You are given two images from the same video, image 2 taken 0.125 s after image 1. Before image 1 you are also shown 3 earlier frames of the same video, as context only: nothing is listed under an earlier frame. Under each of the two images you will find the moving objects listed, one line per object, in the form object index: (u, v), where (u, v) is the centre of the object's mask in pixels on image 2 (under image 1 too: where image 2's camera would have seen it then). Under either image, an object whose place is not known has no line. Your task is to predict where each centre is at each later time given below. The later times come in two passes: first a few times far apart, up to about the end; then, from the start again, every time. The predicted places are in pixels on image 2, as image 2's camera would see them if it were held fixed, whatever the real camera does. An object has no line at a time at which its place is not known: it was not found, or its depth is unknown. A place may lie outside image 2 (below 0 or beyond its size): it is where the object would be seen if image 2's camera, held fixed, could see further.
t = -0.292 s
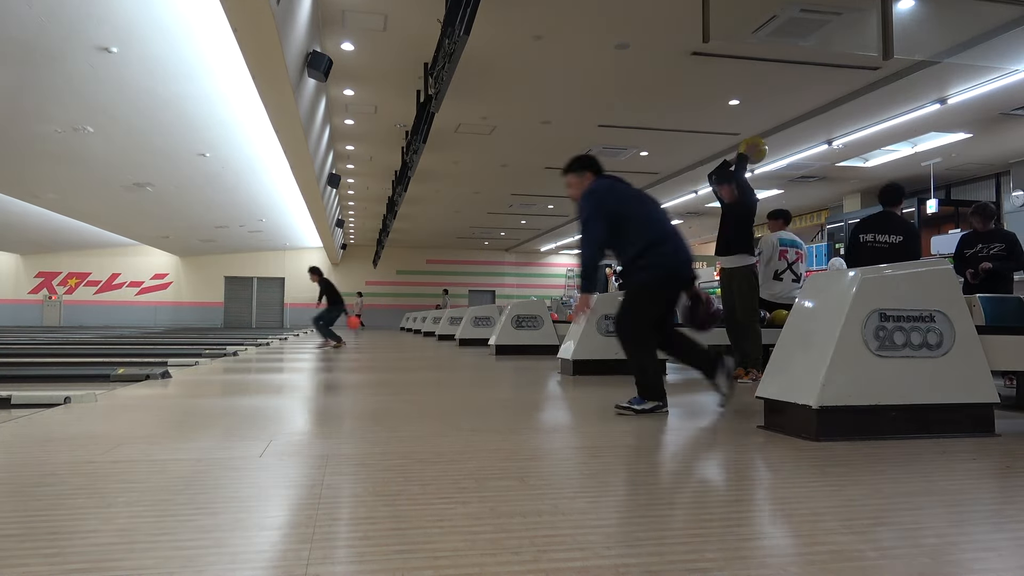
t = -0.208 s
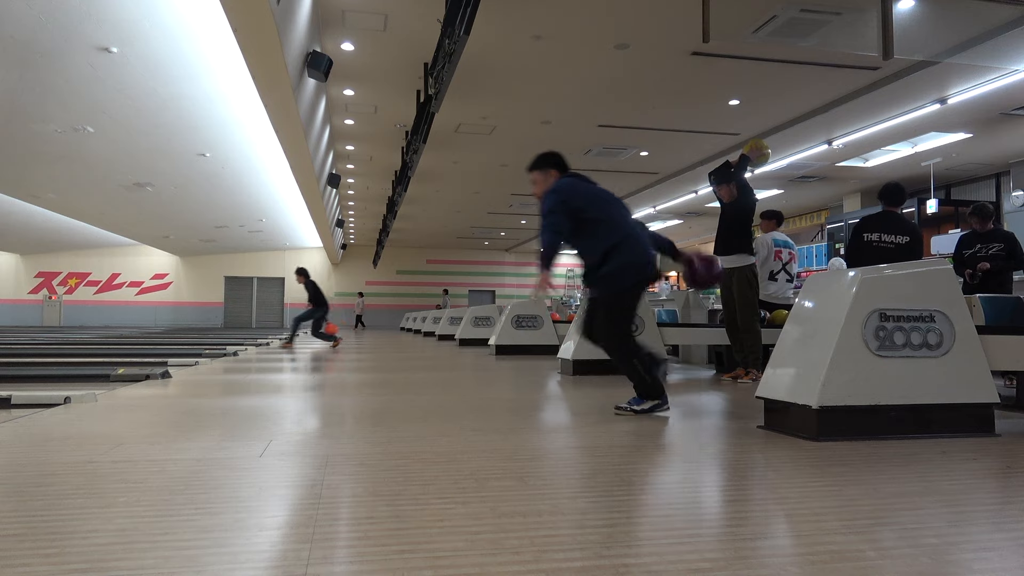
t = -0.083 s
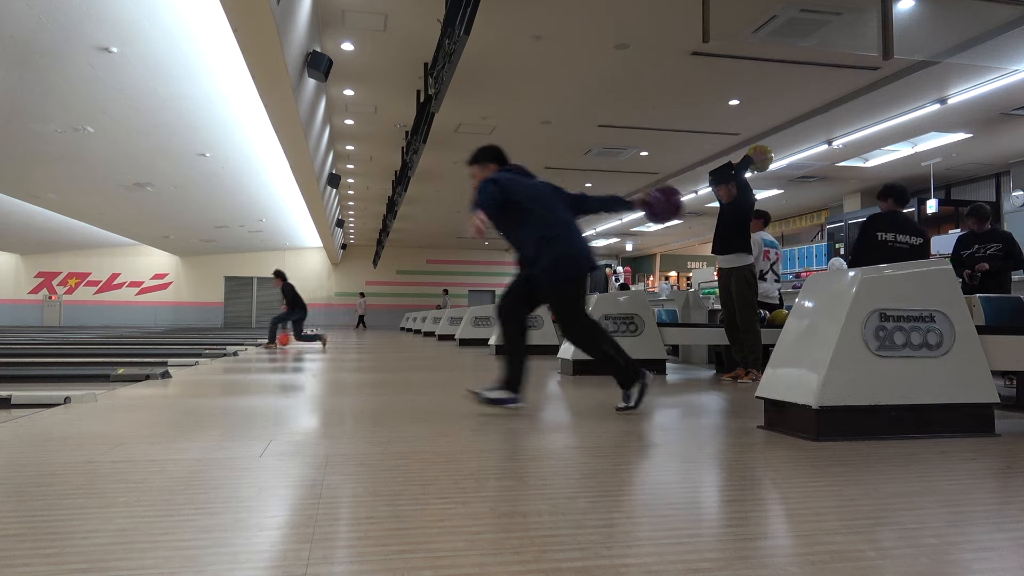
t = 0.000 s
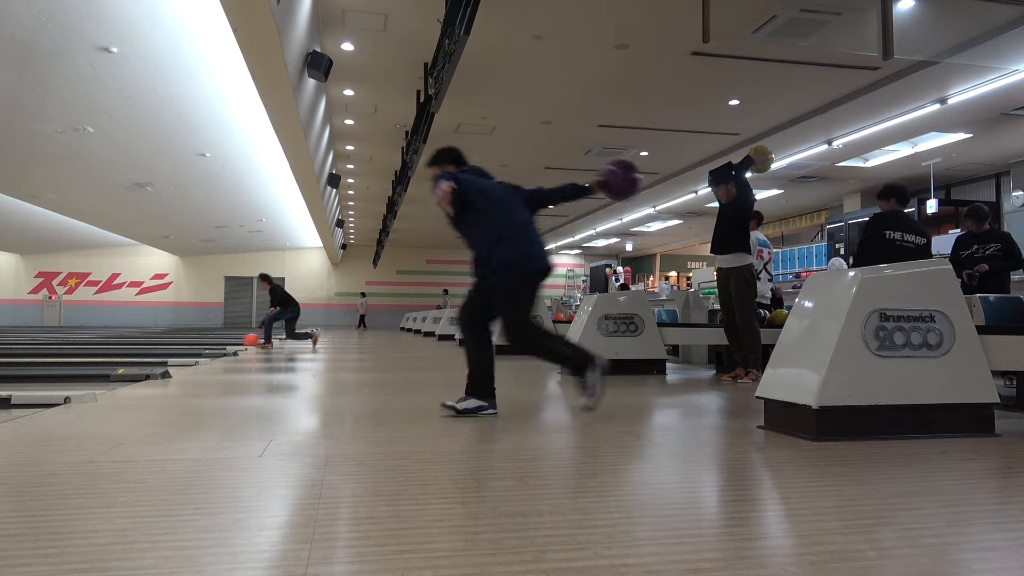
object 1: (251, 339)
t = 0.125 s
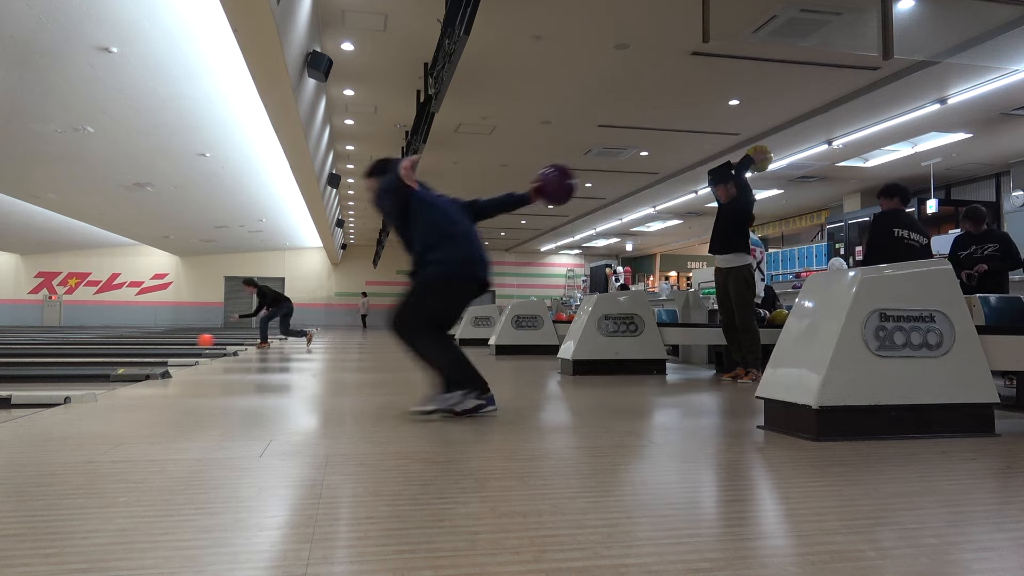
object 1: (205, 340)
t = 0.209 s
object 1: (172, 340)
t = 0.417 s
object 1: (83, 340)
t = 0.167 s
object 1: (185, 340)
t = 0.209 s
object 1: (172, 340)
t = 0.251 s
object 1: (152, 340)
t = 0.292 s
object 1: (138, 340)
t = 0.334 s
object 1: (118, 340)
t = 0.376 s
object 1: (104, 340)
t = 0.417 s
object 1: (83, 340)
